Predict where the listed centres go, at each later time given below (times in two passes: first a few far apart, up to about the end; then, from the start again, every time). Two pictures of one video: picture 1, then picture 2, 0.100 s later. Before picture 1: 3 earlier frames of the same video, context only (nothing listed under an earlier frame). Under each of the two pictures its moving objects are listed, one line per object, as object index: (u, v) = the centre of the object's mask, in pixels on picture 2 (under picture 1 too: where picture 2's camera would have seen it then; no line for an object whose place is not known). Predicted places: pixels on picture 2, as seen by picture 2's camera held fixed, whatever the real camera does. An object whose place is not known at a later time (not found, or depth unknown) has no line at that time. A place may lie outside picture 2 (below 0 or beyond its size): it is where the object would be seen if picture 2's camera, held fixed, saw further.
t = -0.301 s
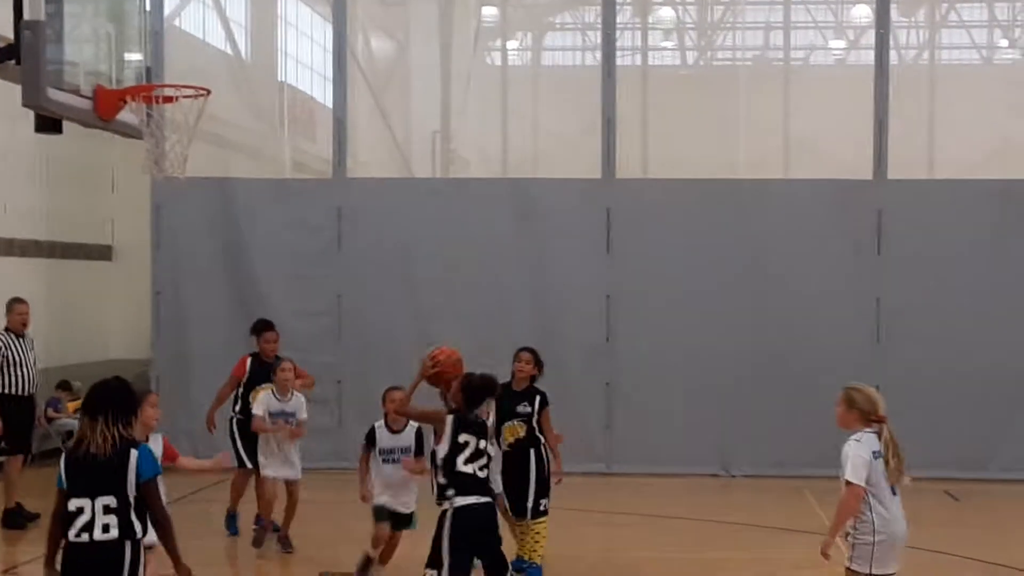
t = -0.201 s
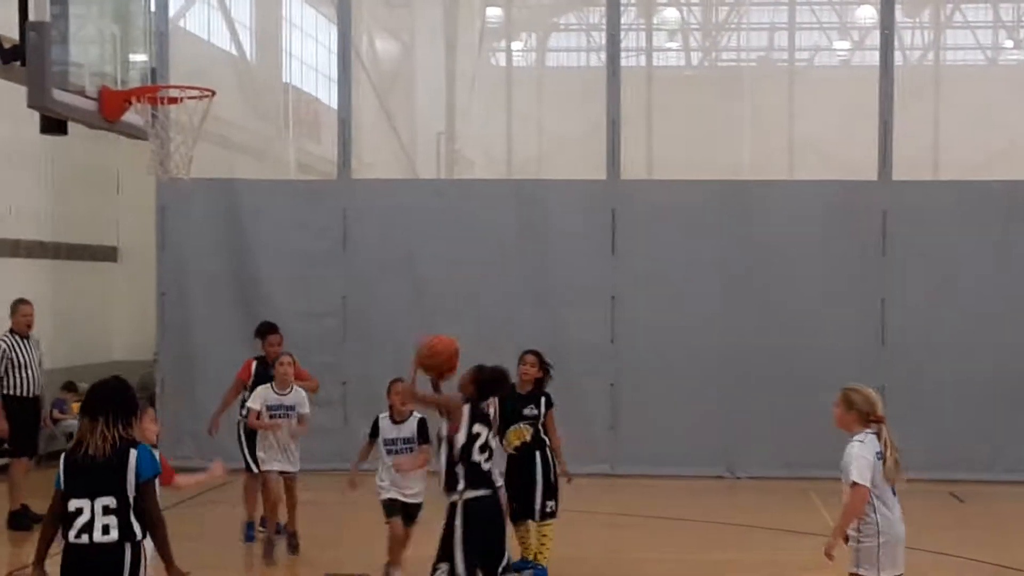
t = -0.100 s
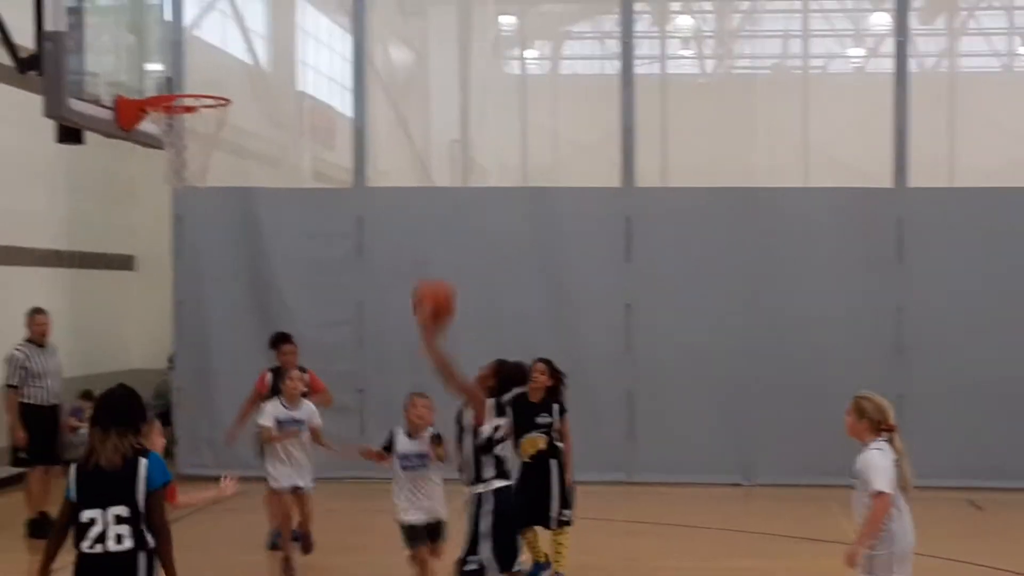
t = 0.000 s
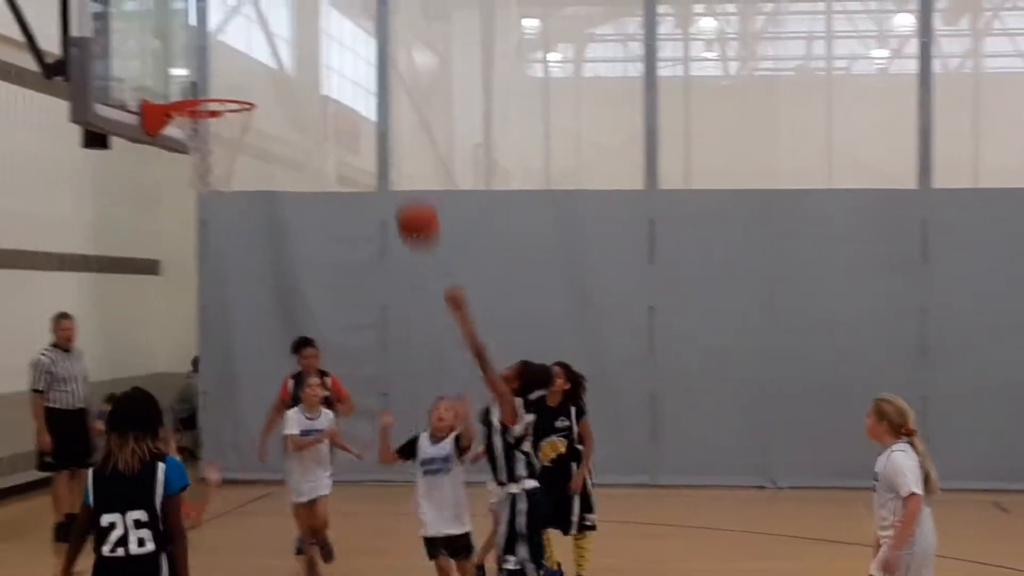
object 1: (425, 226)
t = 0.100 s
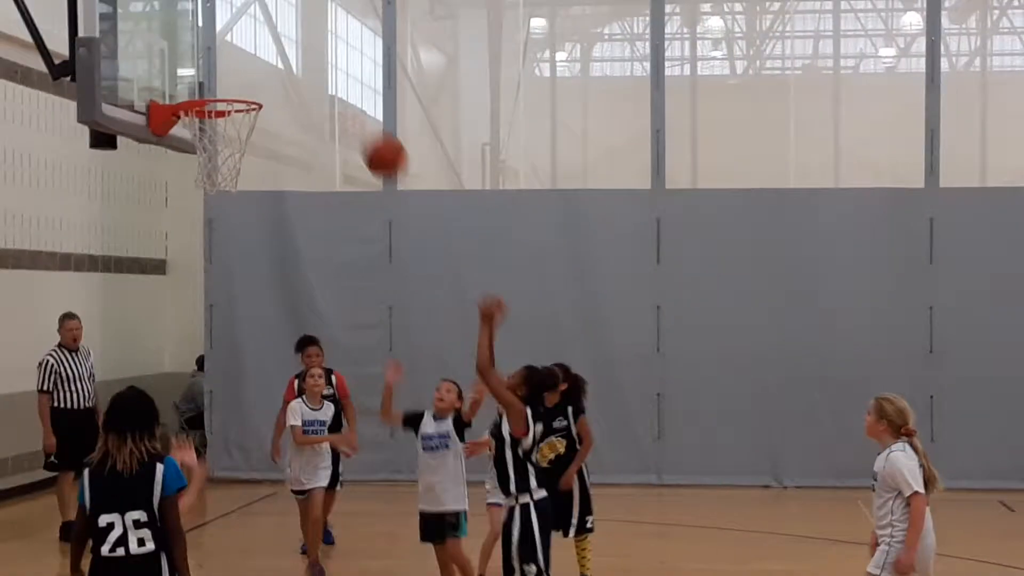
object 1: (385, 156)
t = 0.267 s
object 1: (319, 86)
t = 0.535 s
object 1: (219, 76)
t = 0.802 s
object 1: (181, 80)
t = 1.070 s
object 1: (186, 84)
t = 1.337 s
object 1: (221, 86)
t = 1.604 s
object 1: (246, 85)
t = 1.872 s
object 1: (236, 85)
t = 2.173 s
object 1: (203, 105)
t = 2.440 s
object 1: (202, 167)
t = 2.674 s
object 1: (235, 230)
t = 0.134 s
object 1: (372, 138)
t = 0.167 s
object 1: (358, 122)
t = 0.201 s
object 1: (345, 108)
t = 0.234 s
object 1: (332, 97)
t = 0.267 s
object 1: (319, 86)
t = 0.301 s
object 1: (306, 78)
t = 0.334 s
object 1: (293, 72)
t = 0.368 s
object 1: (279, 67)
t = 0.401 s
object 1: (268, 66)
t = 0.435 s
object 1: (254, 66)
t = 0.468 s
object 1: (243, 69)
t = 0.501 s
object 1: (230, 73)
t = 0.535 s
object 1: (219, 76)
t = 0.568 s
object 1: (212, 75)
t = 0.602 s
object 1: (207, 74)
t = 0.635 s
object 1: (203, 75)
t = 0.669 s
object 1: (197, 77)
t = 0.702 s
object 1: (192, 79)
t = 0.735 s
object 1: (188, 78)
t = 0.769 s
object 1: (184, 78)
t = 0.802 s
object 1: (181, 80)
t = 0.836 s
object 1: (177, 81)
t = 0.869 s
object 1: (174, 80)
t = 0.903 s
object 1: (170, 81)
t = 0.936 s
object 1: (171, 81)
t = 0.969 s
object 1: (176, 82)
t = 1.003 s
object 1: (180, 83)
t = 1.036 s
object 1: (183, 82)
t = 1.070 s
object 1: (186, 84)
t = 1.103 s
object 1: (190, 84)
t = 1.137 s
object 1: (195, 85)
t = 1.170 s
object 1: (198, 85)
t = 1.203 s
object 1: (203, 85)
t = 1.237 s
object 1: (207, 85)
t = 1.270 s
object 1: (212, 86)
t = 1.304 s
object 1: (217, 86)
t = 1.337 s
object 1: (221, 86)
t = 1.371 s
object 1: (225, 86)
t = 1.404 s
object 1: (229, 86)
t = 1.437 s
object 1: (233, 86)
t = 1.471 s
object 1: (236, 86)
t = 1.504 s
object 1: (239, 85)
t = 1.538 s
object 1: (242, 85)
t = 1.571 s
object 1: (244, 85)
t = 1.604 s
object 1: (246, 85)
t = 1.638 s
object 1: (247, 85)
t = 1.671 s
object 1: (247, 85)
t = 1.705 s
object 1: (247, 85)
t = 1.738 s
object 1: (246, 85)
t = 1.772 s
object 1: (245, 85)
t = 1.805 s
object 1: (242, 85)
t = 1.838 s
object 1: (239, 84)
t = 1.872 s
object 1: (236, 85)
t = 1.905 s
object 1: (232, 84)
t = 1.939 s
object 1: (227, 87)
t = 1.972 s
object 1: (223, 88)
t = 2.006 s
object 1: (218, 86)
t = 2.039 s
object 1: (213, 88)
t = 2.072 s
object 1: (208, 89)
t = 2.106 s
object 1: (204, 90)
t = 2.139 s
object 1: (204, 100)
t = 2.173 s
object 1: (203, 105)
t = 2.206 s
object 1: (200, 113)
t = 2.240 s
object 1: (198, 122)
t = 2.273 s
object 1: (195, 128)
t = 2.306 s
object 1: (195, 135)
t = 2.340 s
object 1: (196, 149)
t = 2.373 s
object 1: (196, 156)
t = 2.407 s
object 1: (199, 162)
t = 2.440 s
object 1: (202, 167)
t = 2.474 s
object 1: (206, 172)
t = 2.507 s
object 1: (210, 176)
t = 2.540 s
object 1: (215, 184)
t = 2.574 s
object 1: (220, 193)
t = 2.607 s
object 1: (224, 205)
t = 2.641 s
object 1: (230, 216)
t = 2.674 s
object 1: (235, 230)
